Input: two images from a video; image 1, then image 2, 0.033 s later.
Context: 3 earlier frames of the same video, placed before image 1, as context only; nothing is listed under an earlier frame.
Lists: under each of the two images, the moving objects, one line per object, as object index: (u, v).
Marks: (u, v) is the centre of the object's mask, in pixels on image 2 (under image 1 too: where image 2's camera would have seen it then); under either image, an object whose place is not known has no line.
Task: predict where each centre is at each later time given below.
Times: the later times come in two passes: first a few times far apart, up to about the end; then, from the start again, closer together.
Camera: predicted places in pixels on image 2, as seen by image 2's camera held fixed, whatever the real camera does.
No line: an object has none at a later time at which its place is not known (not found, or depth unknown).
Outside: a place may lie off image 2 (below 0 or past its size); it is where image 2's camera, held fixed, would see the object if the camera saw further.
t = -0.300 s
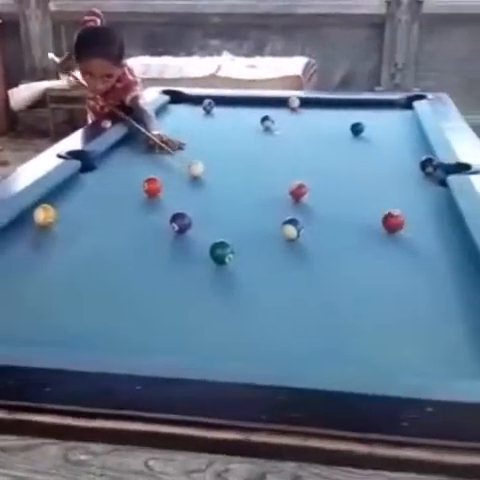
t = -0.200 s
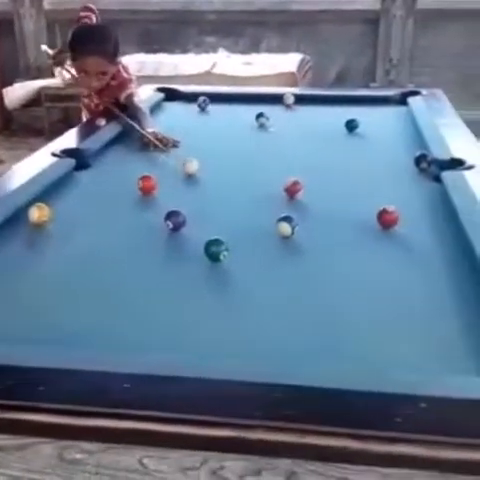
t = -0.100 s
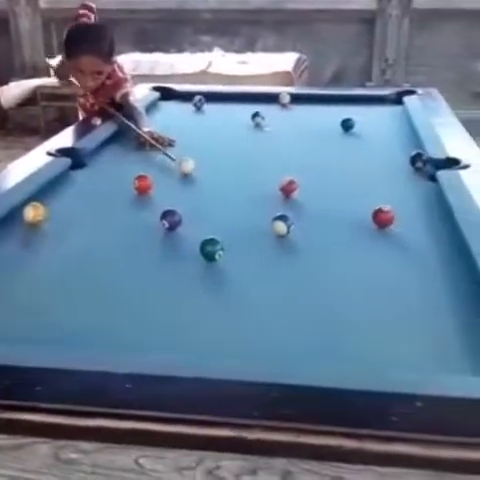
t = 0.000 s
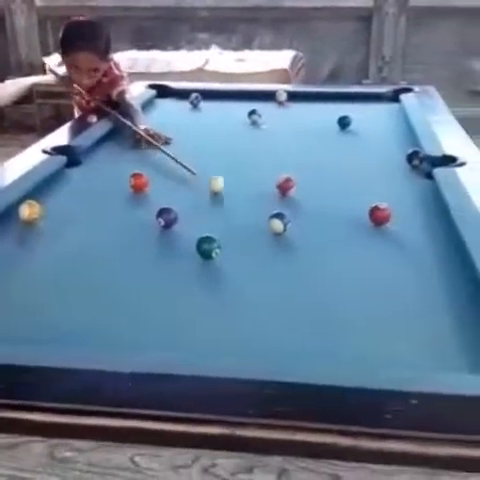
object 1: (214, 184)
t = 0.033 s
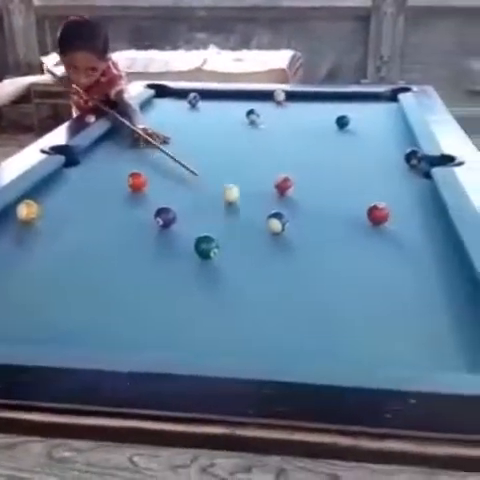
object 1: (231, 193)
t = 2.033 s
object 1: (307, 199)
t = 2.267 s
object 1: (307, 199)
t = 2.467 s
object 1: (309, 199)
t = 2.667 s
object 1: (309, 199)
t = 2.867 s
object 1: (309, 199)
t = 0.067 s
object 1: (247, 203)
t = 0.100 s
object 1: (264, 212)
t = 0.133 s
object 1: (272, 215)
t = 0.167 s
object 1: (274, 215)
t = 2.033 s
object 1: (307, 199)
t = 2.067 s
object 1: (307, 199)
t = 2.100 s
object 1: (307, 199)
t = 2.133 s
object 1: (307, 199)
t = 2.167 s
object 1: (307, 199)
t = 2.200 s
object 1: (307, 199)
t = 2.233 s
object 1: (308, 199)
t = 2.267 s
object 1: (307, 199)
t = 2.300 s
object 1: (308, 199)
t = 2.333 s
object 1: (308, 199)
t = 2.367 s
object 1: (308, 199)
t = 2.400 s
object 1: (309, 199)
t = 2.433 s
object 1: (308, 200)
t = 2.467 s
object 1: (309, 199)
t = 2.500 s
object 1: (308, 199)
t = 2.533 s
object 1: (308, 199)
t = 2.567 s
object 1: (308, 199)
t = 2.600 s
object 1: (308, 199)
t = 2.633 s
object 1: (309, 199)
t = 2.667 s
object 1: (309, 199)
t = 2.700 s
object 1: (308, 200)
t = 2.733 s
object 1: (309, 200)
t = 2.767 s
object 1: (309, 200)
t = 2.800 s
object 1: (309, 199)
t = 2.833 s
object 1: (309, 199)
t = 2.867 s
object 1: (309, 199)
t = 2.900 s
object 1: (309, 199)
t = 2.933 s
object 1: (309, 200)
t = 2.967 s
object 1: (308, 199)
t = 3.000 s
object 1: (309, 199)
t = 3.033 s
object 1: (309, 199)
